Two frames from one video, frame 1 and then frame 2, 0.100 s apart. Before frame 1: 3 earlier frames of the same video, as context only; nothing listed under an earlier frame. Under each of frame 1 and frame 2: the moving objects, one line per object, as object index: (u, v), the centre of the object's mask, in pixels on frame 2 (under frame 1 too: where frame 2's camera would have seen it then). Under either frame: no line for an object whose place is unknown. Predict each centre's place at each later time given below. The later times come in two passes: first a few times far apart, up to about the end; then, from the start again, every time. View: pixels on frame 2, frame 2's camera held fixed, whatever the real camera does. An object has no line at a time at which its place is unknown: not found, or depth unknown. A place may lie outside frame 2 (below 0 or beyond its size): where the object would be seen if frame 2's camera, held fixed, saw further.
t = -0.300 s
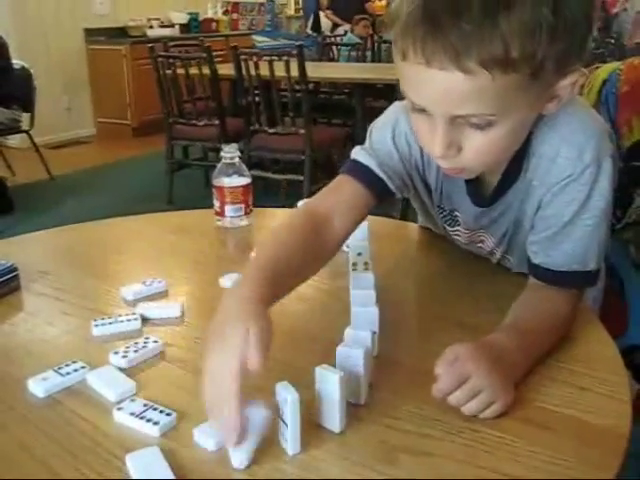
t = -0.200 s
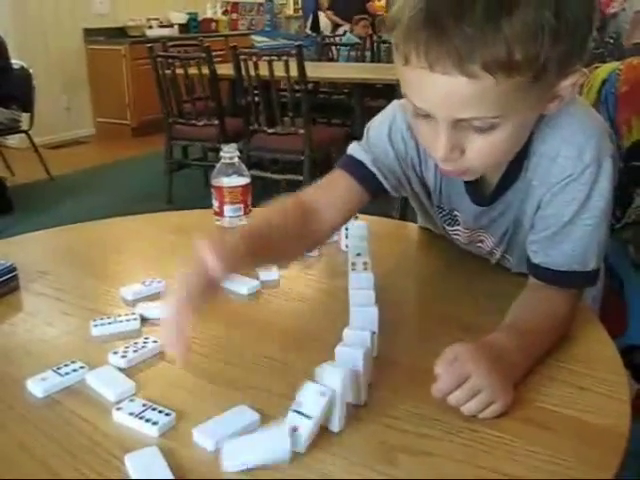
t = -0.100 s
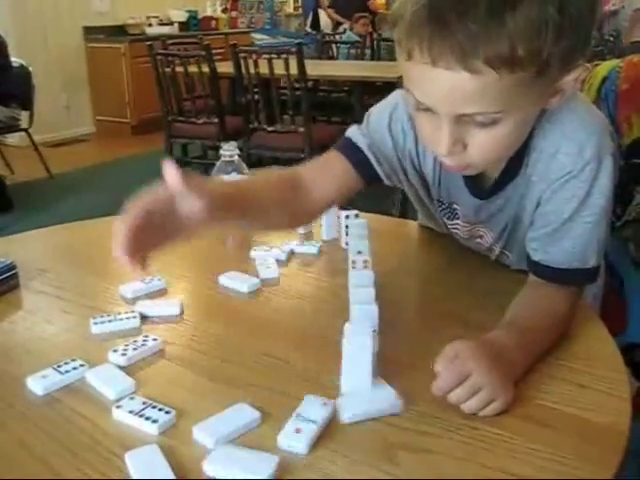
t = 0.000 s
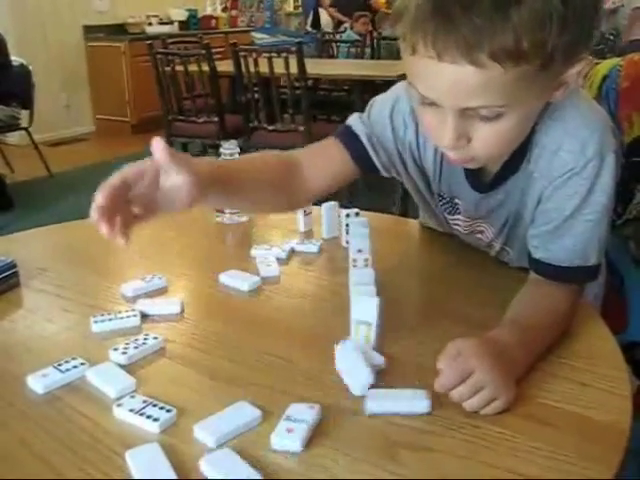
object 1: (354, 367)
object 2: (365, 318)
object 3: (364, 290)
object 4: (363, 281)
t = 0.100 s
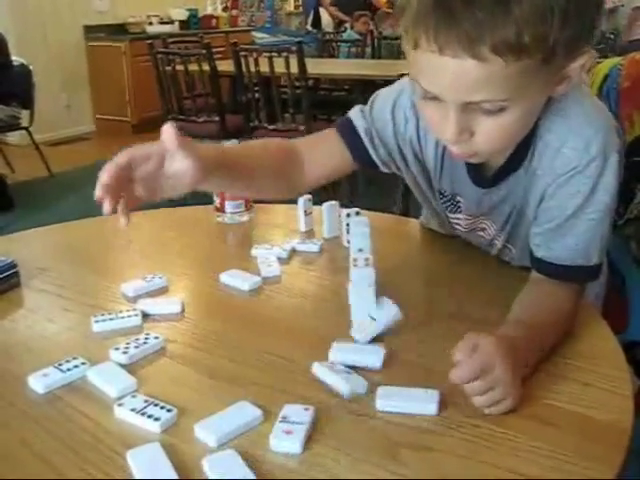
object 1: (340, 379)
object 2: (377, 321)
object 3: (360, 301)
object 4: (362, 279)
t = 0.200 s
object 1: (327, 381)
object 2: (389, 322)
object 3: (351, 313)
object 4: (363, 282)
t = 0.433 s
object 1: (323, 384)
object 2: (404, 333)
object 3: (335, 320)
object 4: (379, 293)
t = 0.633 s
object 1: (323, 383)
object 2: (404, 335)
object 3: (335, 320)
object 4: (382, 295)
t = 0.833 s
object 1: (323, 383)
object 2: (404, 335)
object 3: (335, 320)
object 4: (382, 294)
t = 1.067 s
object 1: (323, 383)
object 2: (404, 335)
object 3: (335, 320)
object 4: (382, 295)
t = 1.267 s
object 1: (323, 382)
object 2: (404, 336)
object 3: (335, 321)
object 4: (382, 295)
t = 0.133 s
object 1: (334, 378)
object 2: (381, 328)
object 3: (358, 303)
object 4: (365, 278)
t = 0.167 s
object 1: (329, 381)
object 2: (385, 325)
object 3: (354, 307)
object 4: (364, 278)
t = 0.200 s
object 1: (327, 381)
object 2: (389, 322)
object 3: (351, 313)
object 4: (363, 282)
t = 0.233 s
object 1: (324, 382)
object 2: (393, 326)
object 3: (346, 313)
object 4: (357, 297)
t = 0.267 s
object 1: (323, 383)
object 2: (397, 328)
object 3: (344, 315)
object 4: (367, 285)
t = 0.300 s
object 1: (323, 384)
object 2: (399, 329)
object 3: (342, 318)
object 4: (366, 290)
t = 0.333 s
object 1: (323, 384)
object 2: (401, 331)
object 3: (339, 318)
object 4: (368, 288)
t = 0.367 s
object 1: (323, 384)
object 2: (402, 331)
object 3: (337, 319)
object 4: (375, 289)
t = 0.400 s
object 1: (323, 384)
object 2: (403, 332)
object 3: (335, 320)
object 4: (377, 294)
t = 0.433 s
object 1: (323, 384)
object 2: (404, 333)
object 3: (335, 320)
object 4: (379, 293)
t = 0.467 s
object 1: (323, 383)
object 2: (404, 334)
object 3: (335, 320)
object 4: (380, 294)
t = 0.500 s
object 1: (323, 383)
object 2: (404, 334)
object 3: (335, 320)
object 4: (381, 294)
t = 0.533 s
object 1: (323, 383)
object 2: (404, 335)
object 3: (335, 320)
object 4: (381, 294)
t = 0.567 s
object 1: (323, 383)
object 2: (404, 335)
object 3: (334, 320)
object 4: (381, 295)
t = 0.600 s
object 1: (323, 383)
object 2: (404, 335)
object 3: (335, 320)
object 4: (382, 295)
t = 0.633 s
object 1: (323, 383)
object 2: (404, 335)
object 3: (335, 320)
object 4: (382, 295)
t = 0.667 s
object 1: (323, 383)
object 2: (404, 335)
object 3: (335, 320)
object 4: (382, 295)
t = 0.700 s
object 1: (323, 383)
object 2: (404, 335)
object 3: (335, 320)
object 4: (382, 295)
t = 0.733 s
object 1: (323, 383)
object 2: (404, 335)
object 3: (335, 320)
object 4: (382, 295)
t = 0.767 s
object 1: (323, 383)
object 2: (404, 335)
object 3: (335, 320)
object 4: (382, 294)
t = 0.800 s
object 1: (323, 383)
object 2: (404, 335)
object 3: (335, 320)
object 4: (382, 294)
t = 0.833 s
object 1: (323, 383)
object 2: (404, 335)
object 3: (335, 320)
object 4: (382, 294)
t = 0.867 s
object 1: (323, 383)
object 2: (404, 335)
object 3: (335, 320)
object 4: (382, 295)
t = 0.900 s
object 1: (323, 383)
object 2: (404, 335)
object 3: (335, 320)
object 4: (382, 294)
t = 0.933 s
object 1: (323, 383)
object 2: (404, 335)
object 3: (335, 320)
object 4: (382, 295)
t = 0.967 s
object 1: (323, 383)
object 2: (404, 335)
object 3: (335, 320)
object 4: (382, 295)
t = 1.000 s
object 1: (323, 383)
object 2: (404, 335)
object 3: (335, 320)
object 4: (382, 295)
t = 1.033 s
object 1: (324, 383)
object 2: (404, 335)
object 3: (335, 320)
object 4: (382, 295)
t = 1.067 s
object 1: (323, 383)
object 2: (404, 335)
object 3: (335, 320)
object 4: (382, 295)
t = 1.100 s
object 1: (323, 384)
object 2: (404, 335)
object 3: (335, 320)
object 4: (382, 295)
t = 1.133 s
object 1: (323, 383)
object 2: (404, 335)
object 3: (335, 321)
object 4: (382, 295)
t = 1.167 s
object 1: (323, 384)
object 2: (404, 335)
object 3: (335, 321)
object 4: (382, 295)
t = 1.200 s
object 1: (323, 384)
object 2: (404, 335)
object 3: (335, 321)
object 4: (382, 295)
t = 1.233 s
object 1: (323, 383)
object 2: (404, 335)
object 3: (335, 321)
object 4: (382, 295)
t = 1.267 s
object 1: (323, 382)
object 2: (404, 336)
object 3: (335, 321)
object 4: (382, 295)
